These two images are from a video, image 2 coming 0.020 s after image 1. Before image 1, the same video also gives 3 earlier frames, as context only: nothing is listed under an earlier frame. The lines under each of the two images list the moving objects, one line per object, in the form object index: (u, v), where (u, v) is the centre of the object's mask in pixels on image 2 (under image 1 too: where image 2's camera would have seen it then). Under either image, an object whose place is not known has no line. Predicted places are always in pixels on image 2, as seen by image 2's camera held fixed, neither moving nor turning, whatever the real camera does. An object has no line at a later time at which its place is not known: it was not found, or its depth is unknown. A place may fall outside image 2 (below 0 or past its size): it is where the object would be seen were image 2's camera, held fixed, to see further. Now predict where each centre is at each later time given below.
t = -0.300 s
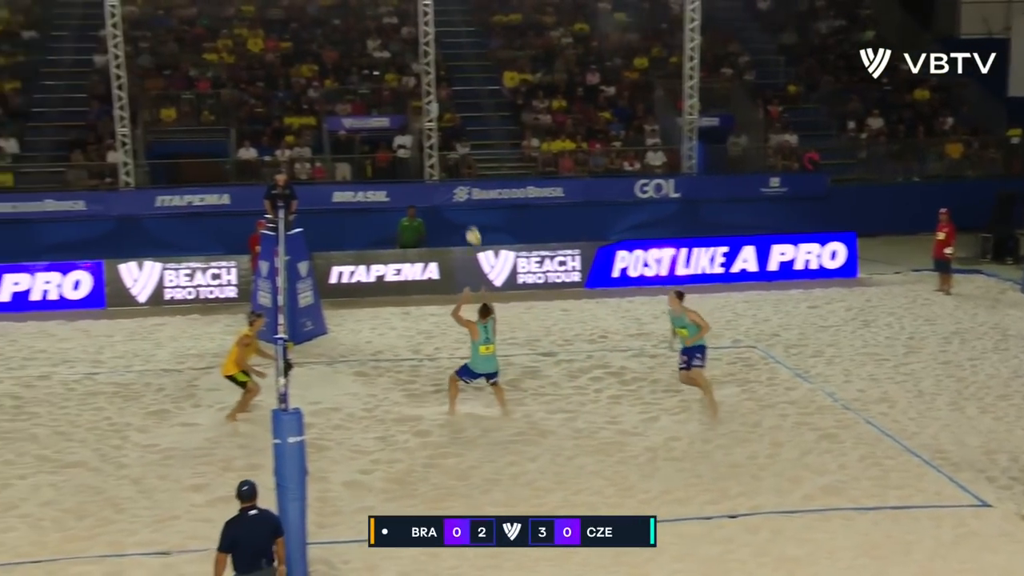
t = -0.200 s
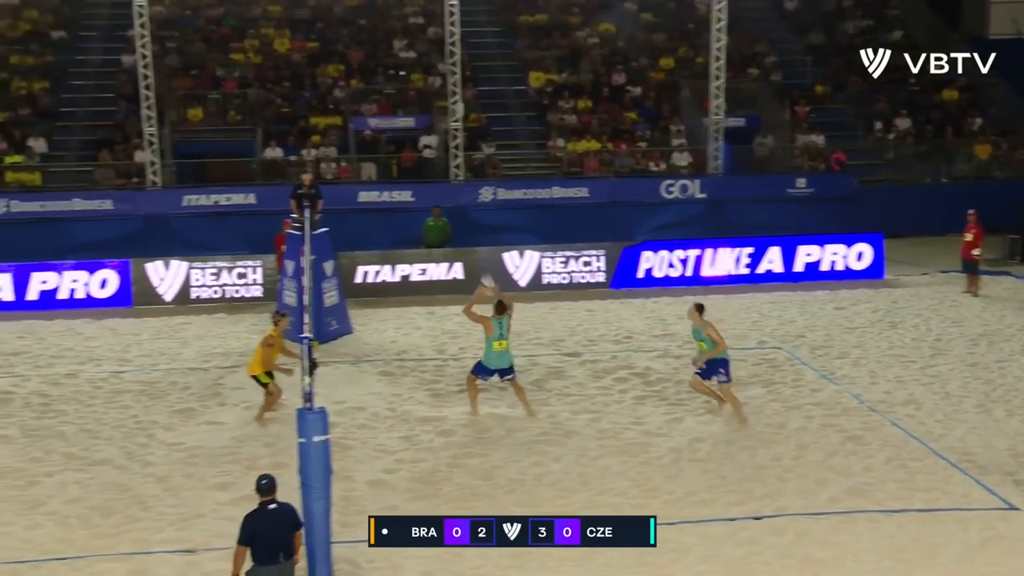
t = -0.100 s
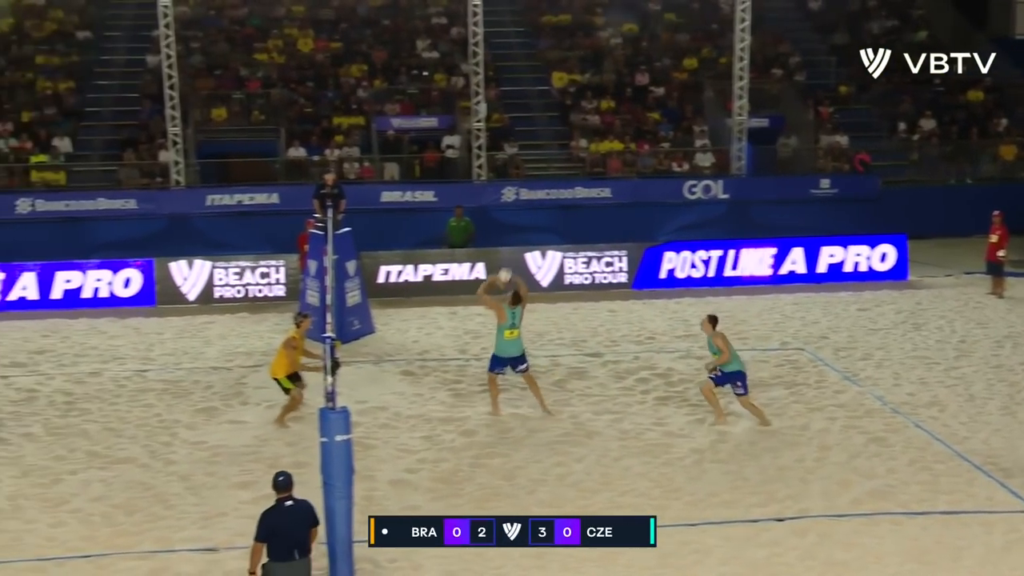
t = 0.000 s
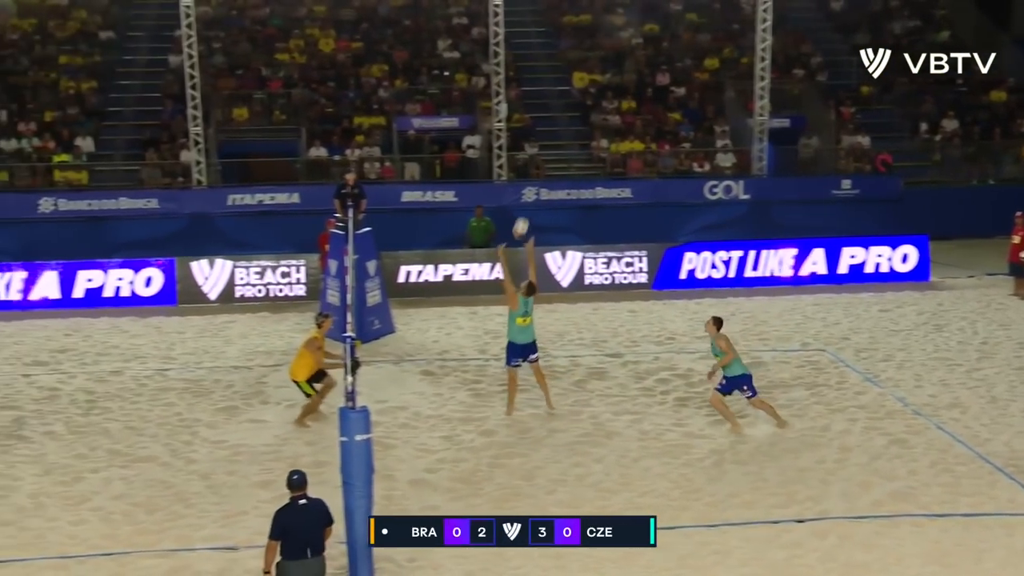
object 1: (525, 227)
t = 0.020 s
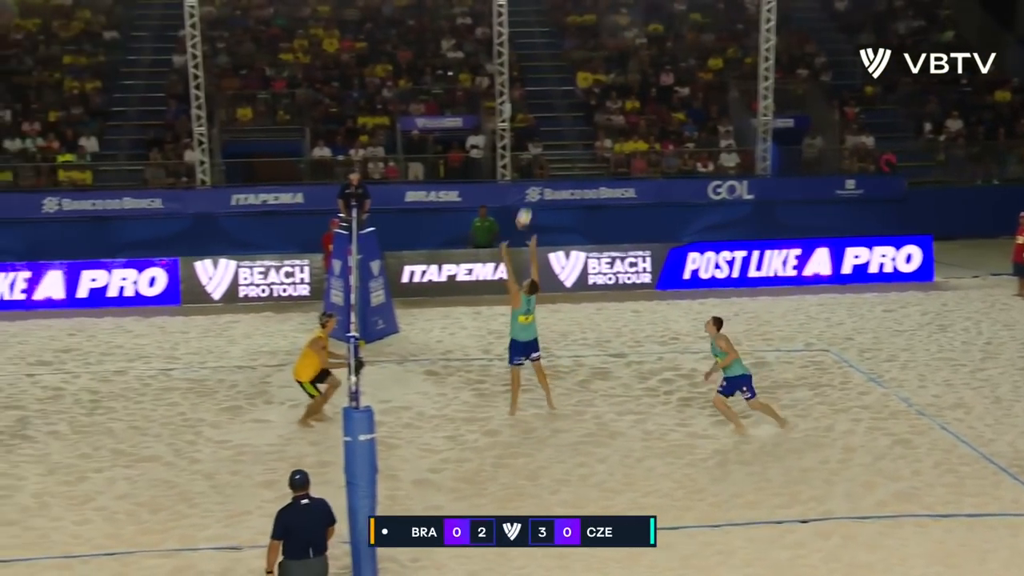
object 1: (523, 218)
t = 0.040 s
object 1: (522, 209)
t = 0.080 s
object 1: (523, 190)
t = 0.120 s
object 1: (523, 173)
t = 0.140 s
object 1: (523, 165)
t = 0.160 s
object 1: (523, 156)
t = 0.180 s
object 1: (523, 149)
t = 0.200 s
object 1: (523, 142)
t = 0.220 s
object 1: (522, 135)
